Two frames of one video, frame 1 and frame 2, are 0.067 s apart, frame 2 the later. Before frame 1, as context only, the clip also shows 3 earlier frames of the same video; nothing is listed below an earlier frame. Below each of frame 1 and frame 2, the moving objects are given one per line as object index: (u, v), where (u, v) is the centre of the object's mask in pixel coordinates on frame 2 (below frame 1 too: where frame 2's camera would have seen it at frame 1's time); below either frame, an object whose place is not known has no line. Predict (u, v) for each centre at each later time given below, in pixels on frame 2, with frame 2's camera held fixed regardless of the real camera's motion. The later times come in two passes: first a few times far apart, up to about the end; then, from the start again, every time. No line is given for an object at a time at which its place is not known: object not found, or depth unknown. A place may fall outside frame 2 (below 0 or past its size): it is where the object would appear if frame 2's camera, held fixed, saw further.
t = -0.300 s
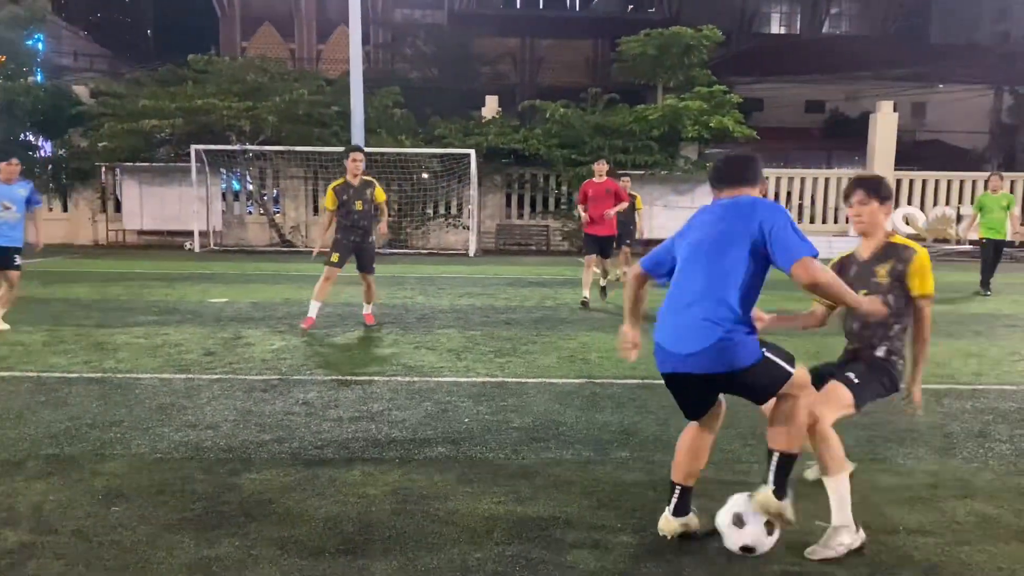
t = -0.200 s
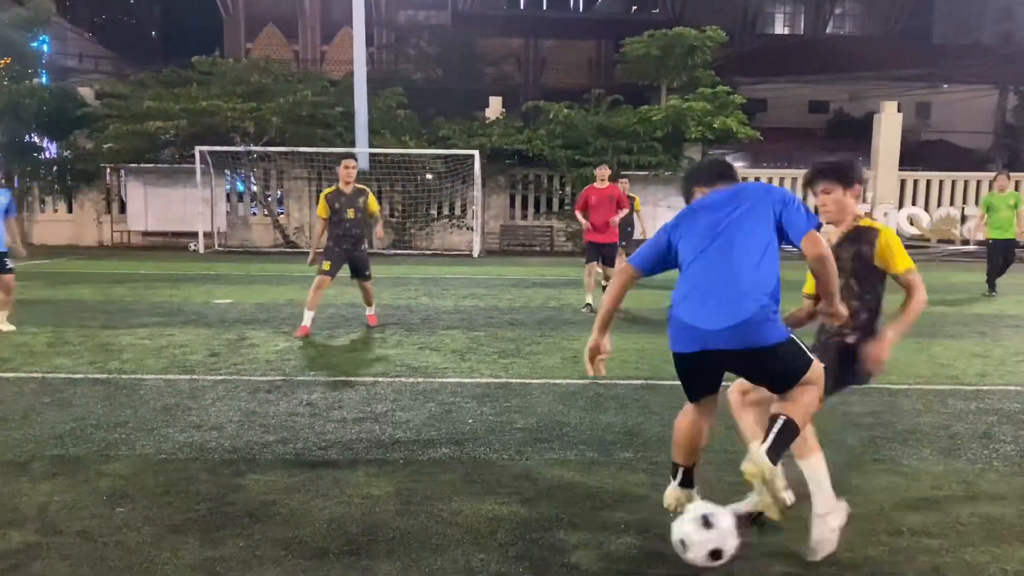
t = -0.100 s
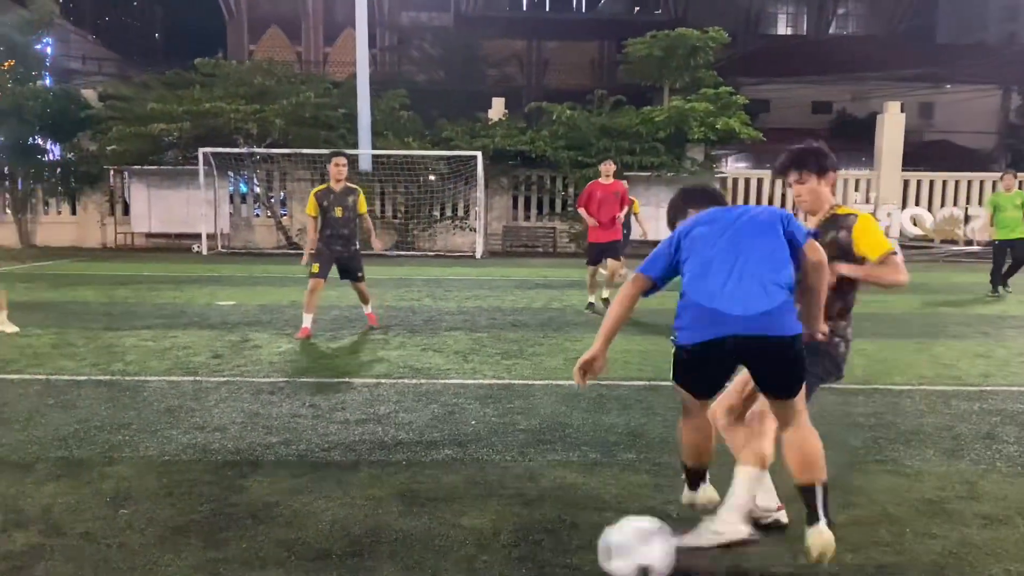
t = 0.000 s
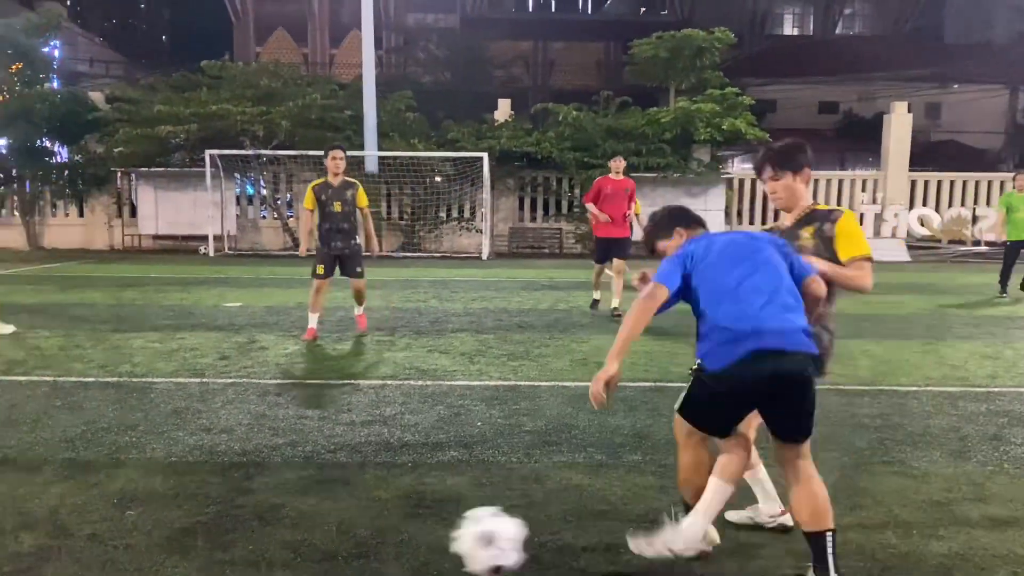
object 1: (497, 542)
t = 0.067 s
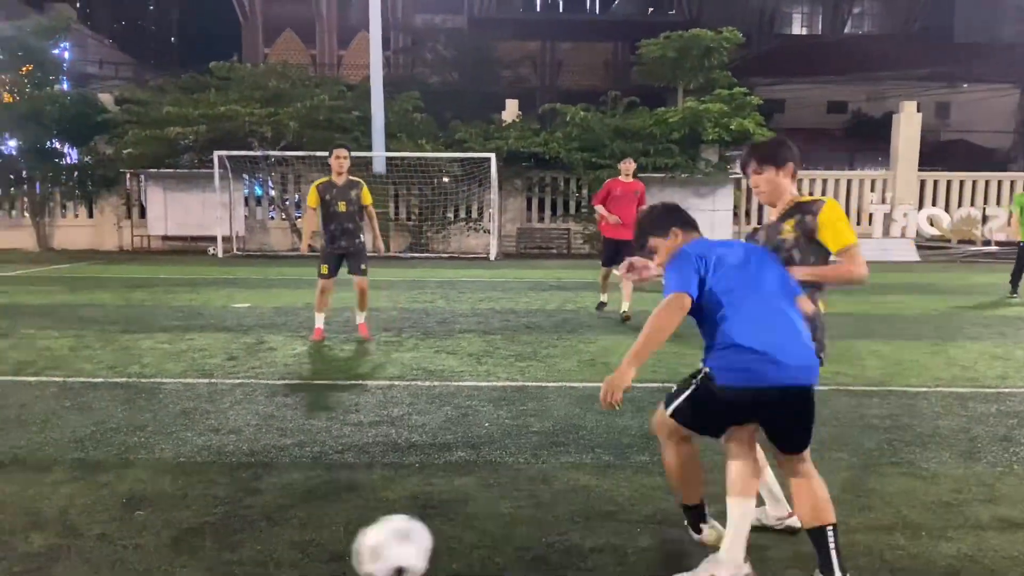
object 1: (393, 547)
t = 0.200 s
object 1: (201, 550)
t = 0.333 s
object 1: (14, 573)
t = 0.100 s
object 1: (340, 551)
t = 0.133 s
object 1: (291, 552)
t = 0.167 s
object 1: (247, 550)
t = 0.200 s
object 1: (201, 550)
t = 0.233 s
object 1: (156, 553)
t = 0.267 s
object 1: (110, 558)
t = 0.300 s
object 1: (62, 565)
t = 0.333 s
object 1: (14, 573)
